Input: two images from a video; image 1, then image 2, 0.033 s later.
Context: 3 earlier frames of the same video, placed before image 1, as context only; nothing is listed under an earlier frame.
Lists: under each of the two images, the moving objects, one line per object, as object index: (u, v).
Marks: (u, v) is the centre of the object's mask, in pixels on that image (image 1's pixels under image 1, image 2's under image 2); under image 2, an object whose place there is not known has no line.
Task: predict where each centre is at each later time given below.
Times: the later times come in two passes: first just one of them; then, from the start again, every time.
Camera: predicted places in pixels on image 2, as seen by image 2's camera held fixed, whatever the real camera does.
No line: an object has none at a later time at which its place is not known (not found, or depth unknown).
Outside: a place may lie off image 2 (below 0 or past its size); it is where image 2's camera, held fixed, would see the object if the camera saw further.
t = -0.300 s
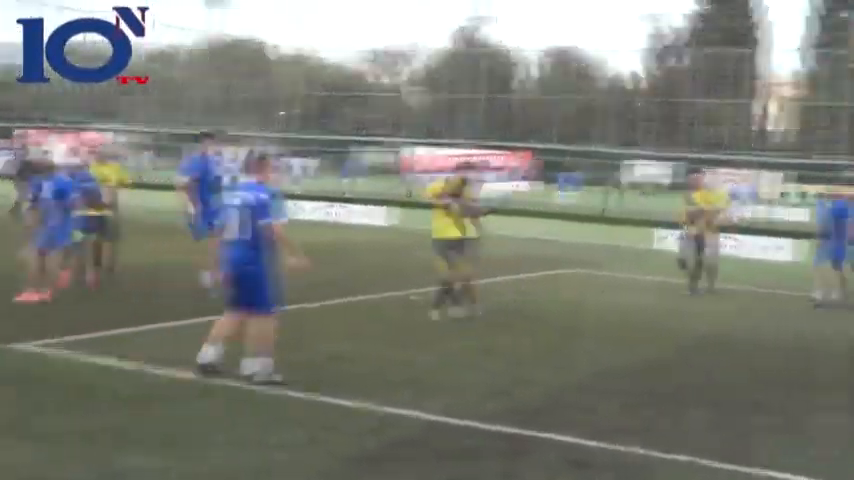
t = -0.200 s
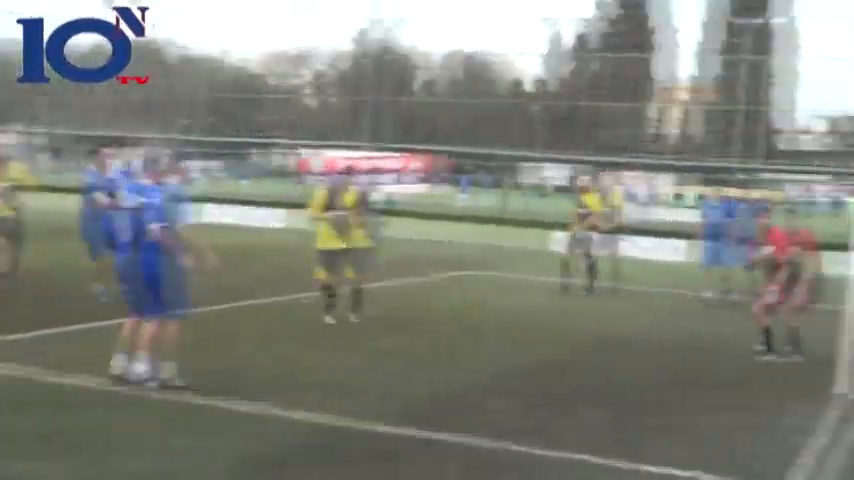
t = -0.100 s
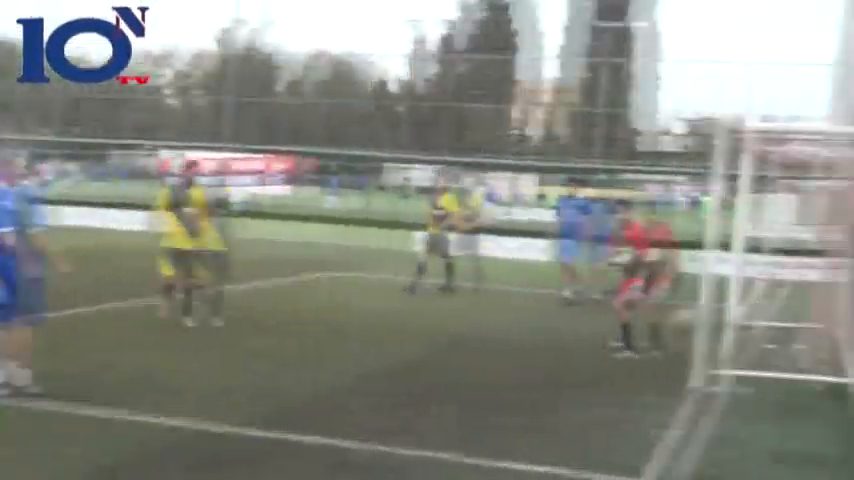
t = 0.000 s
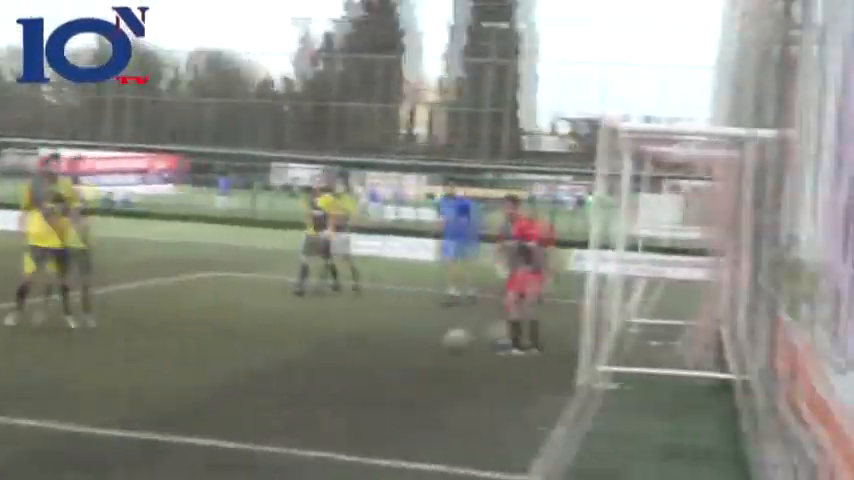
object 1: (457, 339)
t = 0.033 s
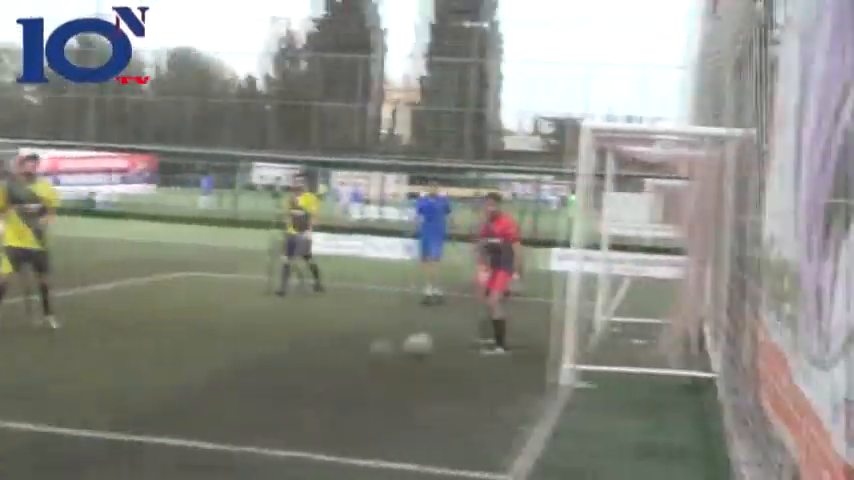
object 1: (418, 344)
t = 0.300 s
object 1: (213, 296)
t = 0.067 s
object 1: (372, 356)
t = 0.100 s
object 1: (341, 366)
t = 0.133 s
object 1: (313, 350)
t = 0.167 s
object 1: (295, 338)
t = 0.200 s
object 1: (275, 324)
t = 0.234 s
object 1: (252, 313)
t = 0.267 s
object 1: (234, 306)
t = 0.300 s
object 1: (213, 296)
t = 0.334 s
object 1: (195, 291)
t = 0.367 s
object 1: (172, 286)
